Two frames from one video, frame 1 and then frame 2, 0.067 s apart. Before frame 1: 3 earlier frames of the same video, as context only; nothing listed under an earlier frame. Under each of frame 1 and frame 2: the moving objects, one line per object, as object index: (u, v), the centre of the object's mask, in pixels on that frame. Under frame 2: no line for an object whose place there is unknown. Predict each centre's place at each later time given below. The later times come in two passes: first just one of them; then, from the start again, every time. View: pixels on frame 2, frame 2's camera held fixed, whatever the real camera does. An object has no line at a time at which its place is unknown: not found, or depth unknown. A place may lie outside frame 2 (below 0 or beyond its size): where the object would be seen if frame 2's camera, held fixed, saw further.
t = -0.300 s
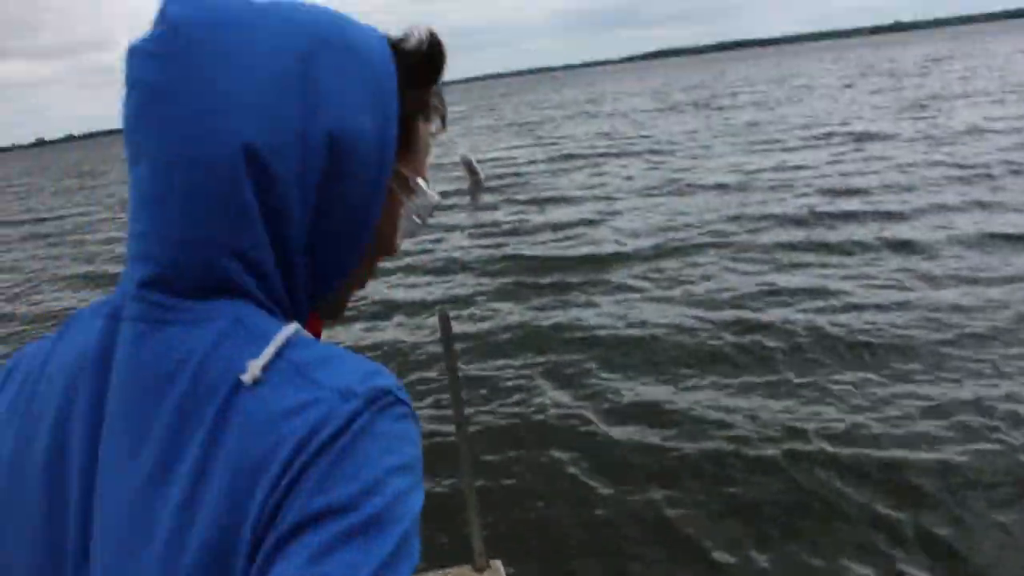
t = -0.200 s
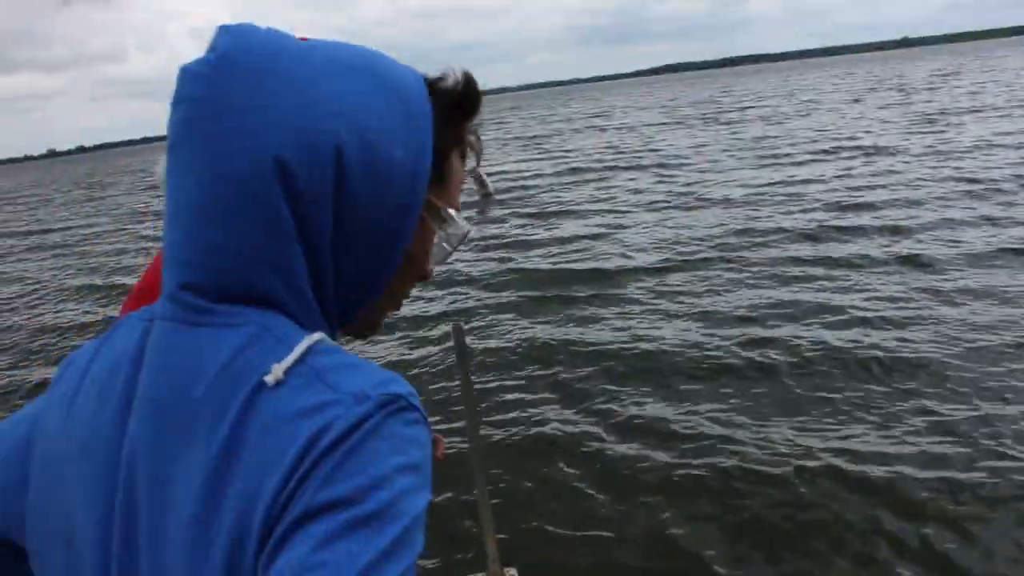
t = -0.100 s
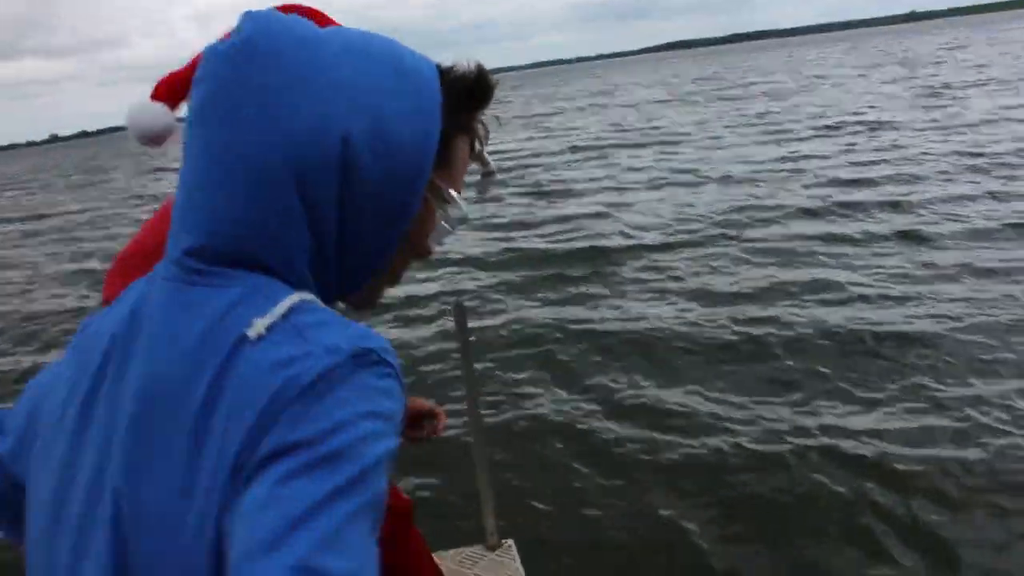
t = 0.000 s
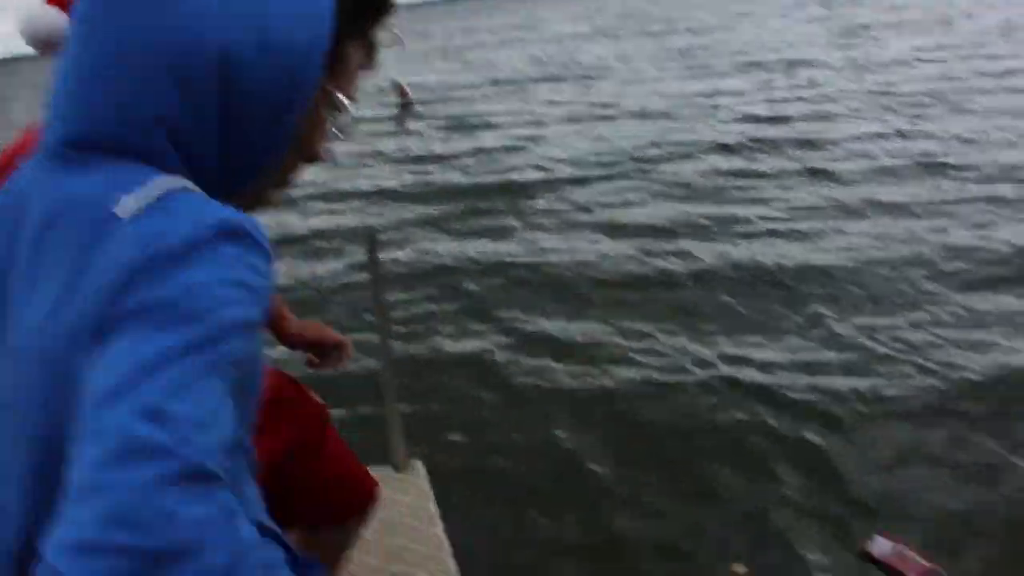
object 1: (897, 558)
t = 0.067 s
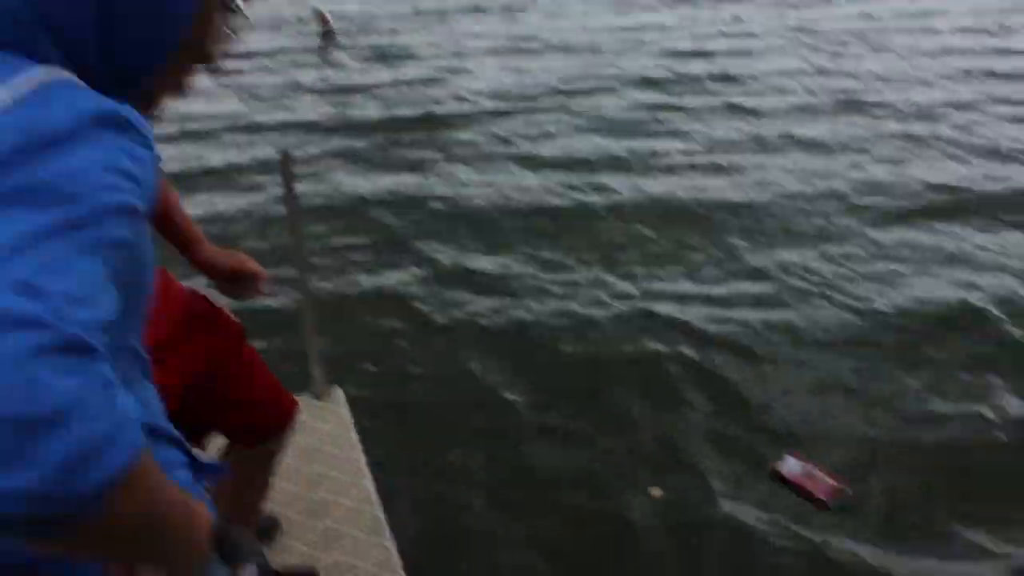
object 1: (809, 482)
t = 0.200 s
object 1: (808, 475)
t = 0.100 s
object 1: (811, 481)
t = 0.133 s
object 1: (812, 480)
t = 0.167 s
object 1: (811, 478)
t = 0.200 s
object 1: (808, 475)
